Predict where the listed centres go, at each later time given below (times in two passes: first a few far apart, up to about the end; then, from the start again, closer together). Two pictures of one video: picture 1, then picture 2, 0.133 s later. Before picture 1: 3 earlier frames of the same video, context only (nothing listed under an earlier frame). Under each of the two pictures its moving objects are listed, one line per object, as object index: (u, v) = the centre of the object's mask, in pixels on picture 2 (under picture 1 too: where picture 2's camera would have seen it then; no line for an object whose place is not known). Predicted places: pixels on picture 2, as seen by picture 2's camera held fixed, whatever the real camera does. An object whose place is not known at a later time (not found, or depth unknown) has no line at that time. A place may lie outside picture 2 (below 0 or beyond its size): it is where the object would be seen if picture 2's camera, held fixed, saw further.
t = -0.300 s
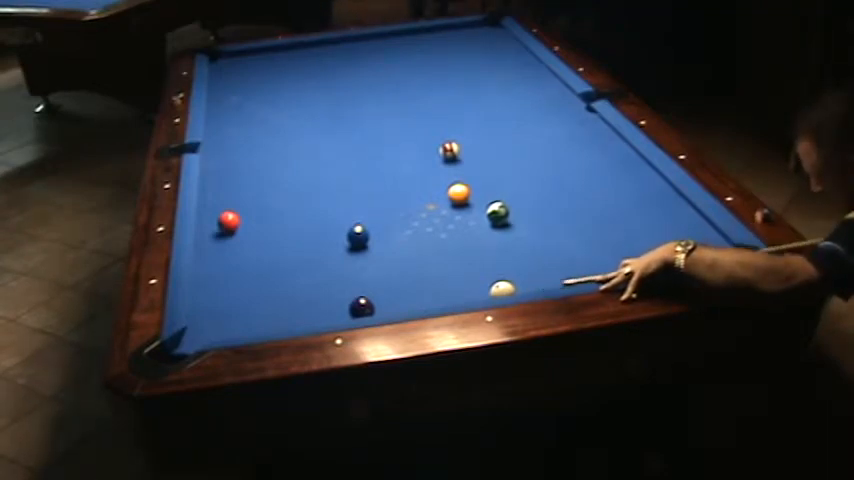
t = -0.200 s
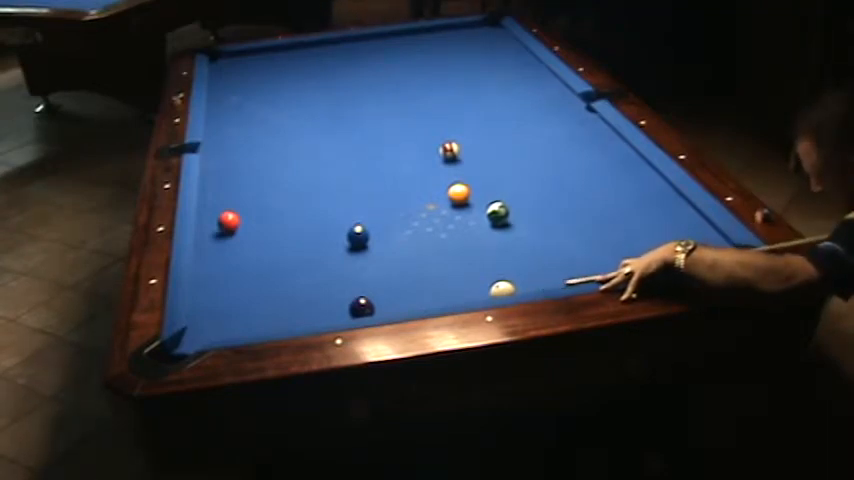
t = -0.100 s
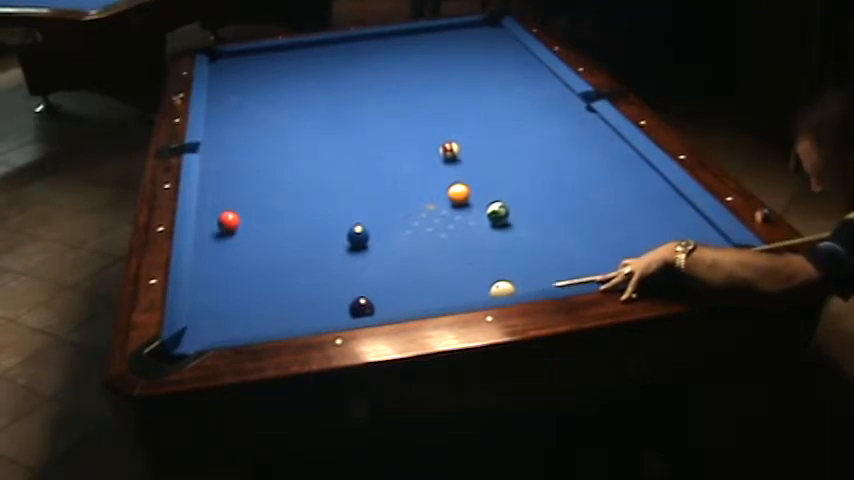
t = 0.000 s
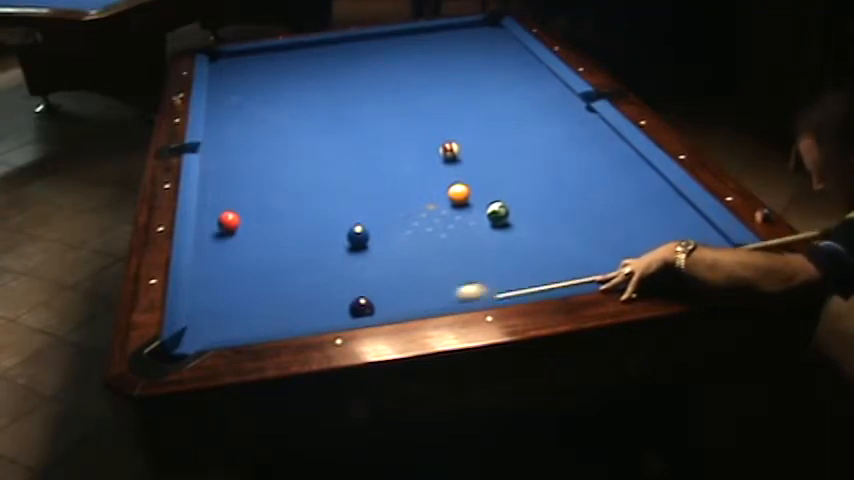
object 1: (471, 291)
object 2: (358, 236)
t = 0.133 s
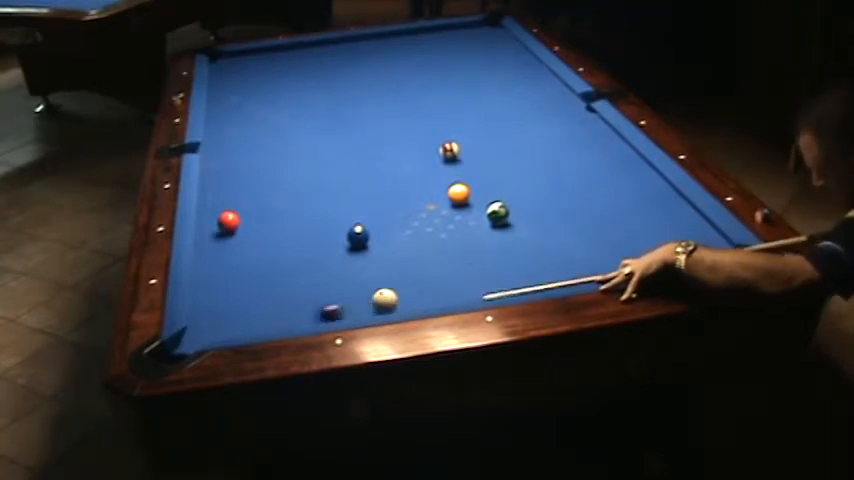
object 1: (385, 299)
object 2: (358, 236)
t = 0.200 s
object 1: (382, 294)
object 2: (358, 236)
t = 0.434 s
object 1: (373, 282)
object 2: (358, 236)
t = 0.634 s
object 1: (367, 272)
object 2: (358, 236)
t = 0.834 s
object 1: (361, 264)
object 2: (358, 236)
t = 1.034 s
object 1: (356, 255)
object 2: (358, 234)
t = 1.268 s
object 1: (351, 247)
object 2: (359, 232)
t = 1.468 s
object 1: (345, 244)
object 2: (361, 232)
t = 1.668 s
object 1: (338, 242)
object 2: (362, 231)
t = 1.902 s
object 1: (332, 240)
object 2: (364, 227)
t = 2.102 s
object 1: (327, 238)
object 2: (367, 224)
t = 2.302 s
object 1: (324, 236)
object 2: (368, 223)
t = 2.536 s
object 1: (322, 235)
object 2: (369, 222)
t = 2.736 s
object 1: (321, 234)
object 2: (369, 221)
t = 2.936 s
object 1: (321, 233)
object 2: (369, 220)
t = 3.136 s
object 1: (321, 233)
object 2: (369, 220)
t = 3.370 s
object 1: (321, 233)
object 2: (369, 221)
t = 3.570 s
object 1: (321, 233)
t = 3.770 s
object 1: (321, 233)
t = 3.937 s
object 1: (321, 233)
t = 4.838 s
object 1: (321, 233)
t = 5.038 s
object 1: (321, 233)
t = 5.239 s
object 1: (320, 233)
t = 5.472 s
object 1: (320, 233)
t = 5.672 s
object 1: (320, 233)
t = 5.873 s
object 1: (320, 234)
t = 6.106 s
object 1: (320, 234)
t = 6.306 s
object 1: (320, 233)
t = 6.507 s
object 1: (320, 234)
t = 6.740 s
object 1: (320, 234)
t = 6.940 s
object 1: (320, 234)
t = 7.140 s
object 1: (320, 234)
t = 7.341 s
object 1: (320, 234)
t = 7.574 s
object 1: (320, 234)
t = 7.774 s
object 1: (321, 234)
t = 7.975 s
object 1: (321, 233)
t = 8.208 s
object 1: (321, 234)
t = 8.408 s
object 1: (321, 234)
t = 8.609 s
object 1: (321, 234)
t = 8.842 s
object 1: (321, 233)
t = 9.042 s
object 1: (321, 233)
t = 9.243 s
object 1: (321, 234)
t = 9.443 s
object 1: (321, 234)
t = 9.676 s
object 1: (321, 234)
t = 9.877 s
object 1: (321, 234)
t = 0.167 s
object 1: (383, 297)
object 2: (358, 236)
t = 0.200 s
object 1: (382, 294)
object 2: (358, 236)
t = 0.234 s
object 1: (381, 293)
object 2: (358, 236)
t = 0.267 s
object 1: (380, 290)
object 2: (358, 236)
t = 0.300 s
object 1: (379, 288)
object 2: (358, 236)
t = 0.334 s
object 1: (377, 287)
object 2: (358, 236)
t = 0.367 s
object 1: (376, 285)
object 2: (358, 236)
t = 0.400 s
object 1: (375, 284)
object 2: (358, 236)
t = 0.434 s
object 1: (373, 282)
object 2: (358, 236)
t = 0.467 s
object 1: (372, 281)
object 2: (358, 236)
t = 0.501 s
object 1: (371, 279)
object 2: (358, 236)
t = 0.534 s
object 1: (370, 277)
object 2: (358, 236)
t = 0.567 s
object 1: (369, 276)
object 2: (358, 236)
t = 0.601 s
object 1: (368, 274)
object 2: (358, 236)
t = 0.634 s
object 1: (367, 272)
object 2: (358, 236)
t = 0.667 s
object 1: (366, 271)
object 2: (358, 236)
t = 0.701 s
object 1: (365, 269)
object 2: (358, 236)
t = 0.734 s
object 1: (364, 268)
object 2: (358, 236)
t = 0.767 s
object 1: (363, 267)
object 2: (358, 236)
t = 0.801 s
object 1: (362, 265)
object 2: (358, 236)
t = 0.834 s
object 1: (361, 264)
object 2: (358, 236)
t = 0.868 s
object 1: (360, 262)
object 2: (358, 235)
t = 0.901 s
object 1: (359, 261)
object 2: (358, 236)
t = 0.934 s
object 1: (358, 260)
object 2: (358, 235)
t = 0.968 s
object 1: (357, 258)
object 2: (358, 235)
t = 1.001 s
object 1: (357, 257)
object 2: (358, 234)
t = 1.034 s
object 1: (356, 255)
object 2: (358, 234)
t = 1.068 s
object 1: (355, 254)
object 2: (358, 234)
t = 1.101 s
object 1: (355, 253)
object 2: (358, 233)
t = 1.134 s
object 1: (353, 252)
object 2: (358, 233)
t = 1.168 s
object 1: (353, 251)
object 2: (358, 233)
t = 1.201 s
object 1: (352, 250)
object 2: (359, 233)
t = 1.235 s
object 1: (351, 248)
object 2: (359, 232)
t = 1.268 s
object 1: (351, 247)
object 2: (359, 232)
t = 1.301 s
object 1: (350, 246)
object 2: (360, 232)
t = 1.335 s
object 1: (349, 246)
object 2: (360, 232)
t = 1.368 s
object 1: (348, 245)
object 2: (360, 232)
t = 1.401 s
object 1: (347, 245)
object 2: (360, 232)
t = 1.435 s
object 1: (346, 244)
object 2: (360, 232)
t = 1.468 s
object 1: (345, 244)
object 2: (361, 232)
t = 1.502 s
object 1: (343, 244)
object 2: (361, 232)
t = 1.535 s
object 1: (342, 244)
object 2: (361, 231)
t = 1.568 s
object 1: (341, 242)
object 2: (361, 231)
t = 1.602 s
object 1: (340, 243)
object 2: (361, 231)
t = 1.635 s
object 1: (339, 243)
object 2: (361, 231)
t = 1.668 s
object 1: (338, 242)
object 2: (362, 231)
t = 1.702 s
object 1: (337, 242)
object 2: (362, 230)
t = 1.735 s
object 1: (336, 242)
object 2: (362, 230)
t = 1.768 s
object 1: (335, 241)
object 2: (362, 229)
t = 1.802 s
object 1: (334, 240)
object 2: (363, 228)
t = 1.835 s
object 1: (333, 241)
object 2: (363, 228)
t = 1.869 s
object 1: (332, 240)
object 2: (364, 227)
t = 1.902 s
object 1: (332, 240)
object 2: (364, 227)
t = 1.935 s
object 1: (331, 240)
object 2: (364, 227)
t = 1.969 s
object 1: (330, 239)
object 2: (365, 226)
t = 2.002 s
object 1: (329, 238)
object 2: (365, 226)
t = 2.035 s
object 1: (329, 238)
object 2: (366, 225)
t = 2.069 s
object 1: (328, 238)
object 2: (366, 225)
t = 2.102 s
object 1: (327, 238)
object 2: (367, 224)
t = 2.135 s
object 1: (327, 238)
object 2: (367, 224)
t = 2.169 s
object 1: (326, 238)
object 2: (367, 224)
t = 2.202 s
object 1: (326, 237)
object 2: (367, 225)
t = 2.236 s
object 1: (325, 238)
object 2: (368, 223)
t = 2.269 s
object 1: (325, 237)
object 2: (368, 223)
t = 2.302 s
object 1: (324, 236)
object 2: (368, 223)
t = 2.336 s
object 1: (324, 236)
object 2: (368, 223)
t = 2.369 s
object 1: (324, 236)
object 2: (369, 223)
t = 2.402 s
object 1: (323, 236)
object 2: (369, 223)
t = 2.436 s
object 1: (323, 235)
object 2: (369, 223)
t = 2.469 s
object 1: (322, 235)
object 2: (369, 222)
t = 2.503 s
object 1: (322, 236)
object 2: (369, 222)
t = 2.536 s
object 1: (322, 235)
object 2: (369, 222)
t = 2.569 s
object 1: (321, 235)
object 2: (369, 222)
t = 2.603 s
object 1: (321, 235)
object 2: (369, 221)
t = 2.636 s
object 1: (321, 234)
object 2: (369, 222)
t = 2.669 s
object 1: (321, 234)
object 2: (369, 221)
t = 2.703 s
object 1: (321, 234)
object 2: (369, 221)
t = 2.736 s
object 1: (321, 234)
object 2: (369, 221)
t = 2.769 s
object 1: (320, 233)
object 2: (369, 221)
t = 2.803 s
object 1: (321, 233)
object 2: (369, 221)
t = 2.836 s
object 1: (321, 233)
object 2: (369, 221)
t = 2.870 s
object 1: (320, 233)
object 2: (369, 221)
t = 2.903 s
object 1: (321, 233)
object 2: (369, 220)
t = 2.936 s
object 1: (321, 233)
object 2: (369, 220)
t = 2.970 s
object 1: (321, 233)
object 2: (369, 220)
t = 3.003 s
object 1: (321, 233)
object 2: (369, 220)
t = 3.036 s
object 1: (321, 233)
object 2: (369, 220)
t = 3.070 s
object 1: (321, 233)
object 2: (369, 220)
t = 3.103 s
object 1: (321, 233)
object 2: (369, 220)
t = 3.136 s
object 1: (321, 233)
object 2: (369, 220)
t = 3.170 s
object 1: (321, 233)
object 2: (369, 221)
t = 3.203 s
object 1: (321, 233)
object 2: (369, 221)
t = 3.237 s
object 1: (321, 233)
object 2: (369, 221)
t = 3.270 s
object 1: (321, 233)
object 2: (369, 221)
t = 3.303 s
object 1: (321, 233)
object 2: (369, 221)
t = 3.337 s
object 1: (321, 233)
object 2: (369, 221)
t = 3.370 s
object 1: (321, 233)
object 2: (369, 221)
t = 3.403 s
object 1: (321, 233)
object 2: (369, 221)
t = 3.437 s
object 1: (321, 233)
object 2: (369, 221)
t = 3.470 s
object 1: (321, 233)
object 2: (369, 221)
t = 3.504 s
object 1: (321, 233)
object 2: (369, 221)
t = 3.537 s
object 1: (321, 233)
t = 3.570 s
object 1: (321, 233)
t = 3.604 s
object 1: (321, 233)
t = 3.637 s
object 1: (321, 233)
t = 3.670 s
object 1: (321, 233)
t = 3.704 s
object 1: (321, 233)
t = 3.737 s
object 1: (321, 233)
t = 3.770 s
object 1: (321, 233)
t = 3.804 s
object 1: (321, 232)
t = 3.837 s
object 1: (321, 232)
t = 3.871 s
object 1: (321, 233)
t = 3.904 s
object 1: (321, 233)
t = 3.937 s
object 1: (321, 233)
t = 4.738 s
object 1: (326, 235)
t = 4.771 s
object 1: (323, 234)
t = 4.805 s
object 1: (321, 233)
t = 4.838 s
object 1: (321, 233)
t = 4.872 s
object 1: (321, 233)
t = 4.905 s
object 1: (321, 233)
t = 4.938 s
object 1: (321, 233)
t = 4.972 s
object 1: (321, 233)
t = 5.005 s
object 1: (321, 233)
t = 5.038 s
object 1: (321, 233)
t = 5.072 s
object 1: (321, 233)
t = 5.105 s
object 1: (321, 233)
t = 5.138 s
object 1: (321, 232)
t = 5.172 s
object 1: (321, 232)
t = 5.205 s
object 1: (321, 232)
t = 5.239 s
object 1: (320, 233)
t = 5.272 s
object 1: (320, 233)
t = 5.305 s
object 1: (321, 233)
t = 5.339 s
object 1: (320, 232)
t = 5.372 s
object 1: (320, 232)
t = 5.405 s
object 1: (320, 232)
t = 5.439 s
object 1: (320, 233)
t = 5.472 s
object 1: (320, 233)
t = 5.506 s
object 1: (320, 233)
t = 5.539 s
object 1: (320, 233)
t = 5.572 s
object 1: (320, 233)
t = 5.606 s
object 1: (320, 234)
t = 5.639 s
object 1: (320, 233)
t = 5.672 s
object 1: (320, 233)
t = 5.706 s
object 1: (320, 233)
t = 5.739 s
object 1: (320, 233)
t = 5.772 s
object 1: (320, 233)
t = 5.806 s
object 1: (320, 233)
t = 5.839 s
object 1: (320, 233)
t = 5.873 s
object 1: (320, 234)
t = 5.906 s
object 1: (320, 233)
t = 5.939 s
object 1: (320, 233)
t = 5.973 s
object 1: (320, 234)
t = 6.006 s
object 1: (320, 233)
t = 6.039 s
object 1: (320, 233)
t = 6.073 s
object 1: (320, 233)
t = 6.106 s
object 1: (320, 234)
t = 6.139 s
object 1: (320, 233)
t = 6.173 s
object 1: (320, 233)
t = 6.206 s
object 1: (320, 233)
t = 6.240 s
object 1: (320, 234)
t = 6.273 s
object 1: (320, 233)
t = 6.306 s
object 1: (320, 233)
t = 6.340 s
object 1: (320, 233)
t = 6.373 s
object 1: (320, 233)
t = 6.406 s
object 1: (320, 233)
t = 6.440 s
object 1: (320, 234)
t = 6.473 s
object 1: (320, 234)
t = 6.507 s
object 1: (320, 234)
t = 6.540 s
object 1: (320, 233)
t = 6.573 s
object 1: (320, 233)
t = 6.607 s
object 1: (320, 233)
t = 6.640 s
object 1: (320, 234)
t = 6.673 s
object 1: (320, 234)
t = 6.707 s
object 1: (320, 234)
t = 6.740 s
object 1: (320, 234)
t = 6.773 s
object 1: (320, 234)
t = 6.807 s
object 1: (320, 234)
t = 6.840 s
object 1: (320, 234)
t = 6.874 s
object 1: (320, 234)
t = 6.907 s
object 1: (320, 234)
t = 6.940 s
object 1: (320, 234)
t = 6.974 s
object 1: (320, 234)
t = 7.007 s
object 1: (320, 234)
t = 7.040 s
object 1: (320, 234)
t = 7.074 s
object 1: (320, 234)
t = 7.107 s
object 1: (320, 234)
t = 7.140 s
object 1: (320, 234)
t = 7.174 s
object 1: (320, 234)
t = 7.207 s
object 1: (320, 234)
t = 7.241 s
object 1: (320, 234)
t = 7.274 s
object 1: (320, 234)
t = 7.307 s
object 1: (320, 234)
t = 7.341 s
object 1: (320, 234)
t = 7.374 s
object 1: (320, 234)
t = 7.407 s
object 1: (320, 234)
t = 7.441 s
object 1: (320, 234)
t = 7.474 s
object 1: (320, 234)
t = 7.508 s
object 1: (320, 234)
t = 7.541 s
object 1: (320, 234)
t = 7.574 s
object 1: (320, 234)
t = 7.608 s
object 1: (321, 234)
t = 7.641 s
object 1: (321, 234)
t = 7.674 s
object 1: (321, 234)
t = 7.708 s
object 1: (321, 234)
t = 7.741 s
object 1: (321, 234)
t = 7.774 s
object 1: (321, 234)
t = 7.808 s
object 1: (321, 234)
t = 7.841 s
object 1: (321, 234)
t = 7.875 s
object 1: (321, 234)
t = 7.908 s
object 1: (321, 233)
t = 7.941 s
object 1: (321, 233)
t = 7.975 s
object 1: (321, 233)
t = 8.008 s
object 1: (321, 233)
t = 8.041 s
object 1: (321, 233)
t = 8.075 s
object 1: (321, 233)
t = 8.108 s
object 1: (321, 233)
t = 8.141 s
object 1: (321, 234)
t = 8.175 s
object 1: (321, 233)
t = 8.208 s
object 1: (321, 234)
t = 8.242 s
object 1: (321, 233)
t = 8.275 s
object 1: (321, 233)
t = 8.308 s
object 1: (321, 234)
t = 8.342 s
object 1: (321, 233)
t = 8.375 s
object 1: (321, 234)
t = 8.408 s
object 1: (321, 234)
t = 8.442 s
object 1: (321, 233)
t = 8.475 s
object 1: (321, 233)
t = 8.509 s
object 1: (321, 234)
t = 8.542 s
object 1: (321, 233)
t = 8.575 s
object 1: (321, 234)
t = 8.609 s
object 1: (321, 234)
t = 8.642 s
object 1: (321, 233)
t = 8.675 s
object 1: (321, 233)
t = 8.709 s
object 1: (321, 234)
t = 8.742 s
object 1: (321, 234)
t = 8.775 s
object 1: (321, 234)
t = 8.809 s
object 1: (321, 234)
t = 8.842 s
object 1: (321, 233)
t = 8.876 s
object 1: (321, 234)
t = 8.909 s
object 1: (321, 233)
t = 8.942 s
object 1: (321, 234)
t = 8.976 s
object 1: (321, 234)
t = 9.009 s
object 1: (321, 234)
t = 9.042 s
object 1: (321, 233)
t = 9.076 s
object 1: (321, 234)
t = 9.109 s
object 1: (321, 234)
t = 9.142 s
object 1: (321, 234)
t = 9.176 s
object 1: (321, 234)
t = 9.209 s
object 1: (321, 234)
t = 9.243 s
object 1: (321, 234)
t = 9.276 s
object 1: (321, 234)
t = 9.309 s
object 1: (321, 234)
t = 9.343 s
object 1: (321, 234)
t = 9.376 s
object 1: (321, 234)
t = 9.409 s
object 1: (321, 234)
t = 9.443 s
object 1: (321, 234)
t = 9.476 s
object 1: (321, 234)
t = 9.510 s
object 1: (321, 234)
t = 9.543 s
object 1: (321, 234)
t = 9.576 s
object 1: (321, 234)
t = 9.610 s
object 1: (321, 234)
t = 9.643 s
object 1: (321, 234)
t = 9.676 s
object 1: (321, 234)
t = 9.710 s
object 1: (321, 234)
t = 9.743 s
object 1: (321, 234)
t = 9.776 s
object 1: (321, 234)
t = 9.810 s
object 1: (321, 234)
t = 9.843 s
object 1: (321, 234)
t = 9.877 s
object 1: (321, 234)
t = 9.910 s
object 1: (321, 233)
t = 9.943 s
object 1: (321, 234)
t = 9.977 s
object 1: (321, 233)
